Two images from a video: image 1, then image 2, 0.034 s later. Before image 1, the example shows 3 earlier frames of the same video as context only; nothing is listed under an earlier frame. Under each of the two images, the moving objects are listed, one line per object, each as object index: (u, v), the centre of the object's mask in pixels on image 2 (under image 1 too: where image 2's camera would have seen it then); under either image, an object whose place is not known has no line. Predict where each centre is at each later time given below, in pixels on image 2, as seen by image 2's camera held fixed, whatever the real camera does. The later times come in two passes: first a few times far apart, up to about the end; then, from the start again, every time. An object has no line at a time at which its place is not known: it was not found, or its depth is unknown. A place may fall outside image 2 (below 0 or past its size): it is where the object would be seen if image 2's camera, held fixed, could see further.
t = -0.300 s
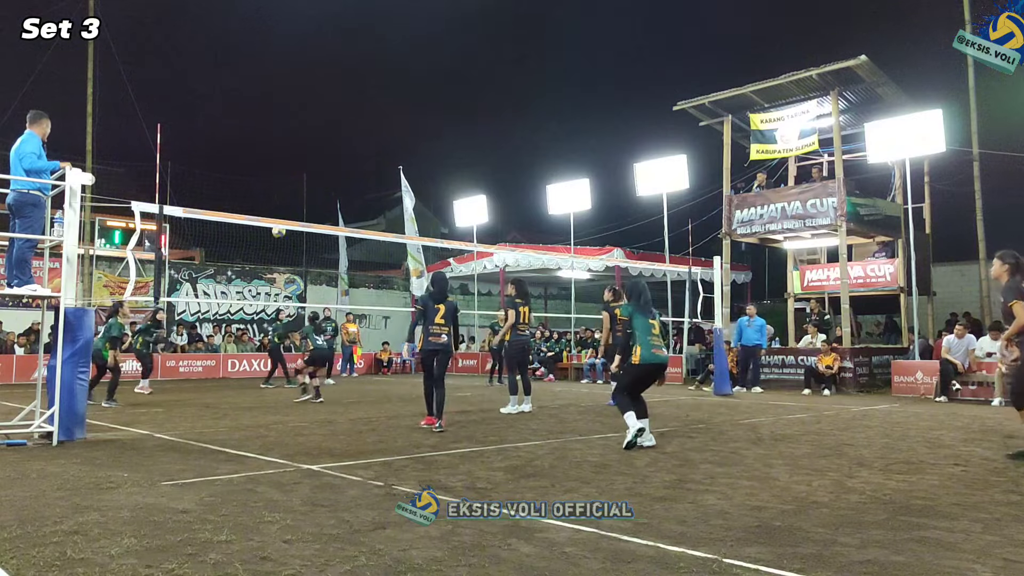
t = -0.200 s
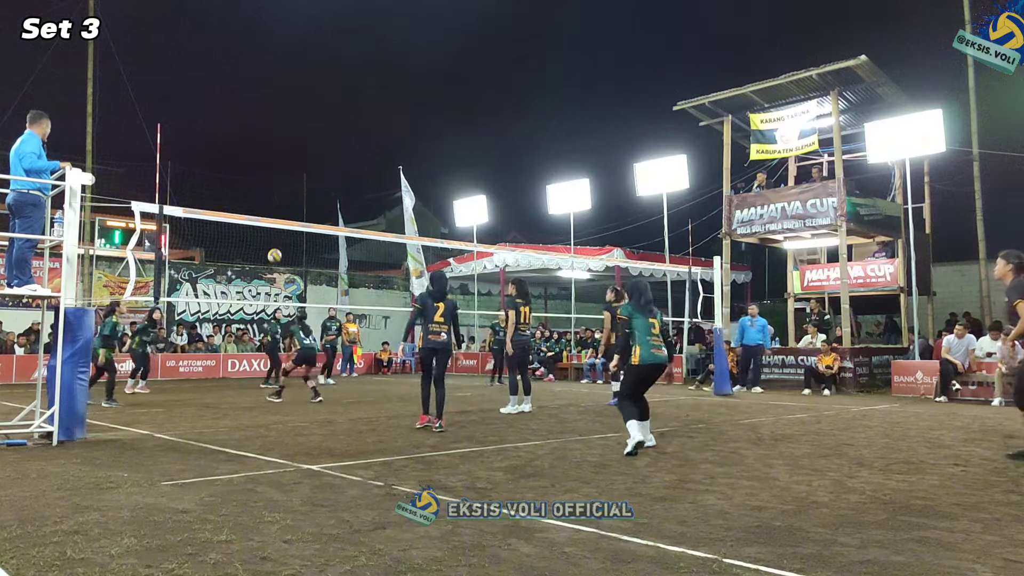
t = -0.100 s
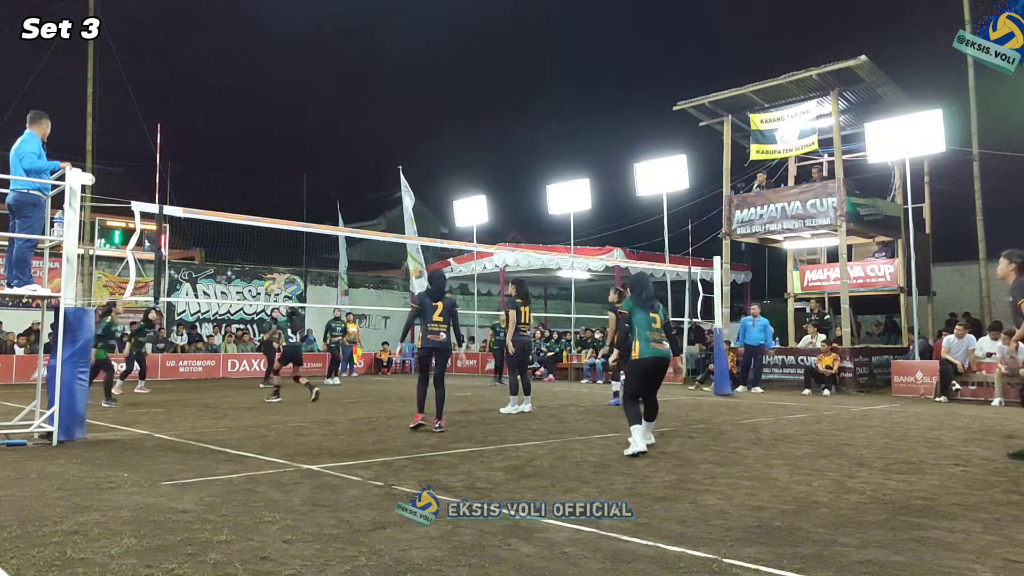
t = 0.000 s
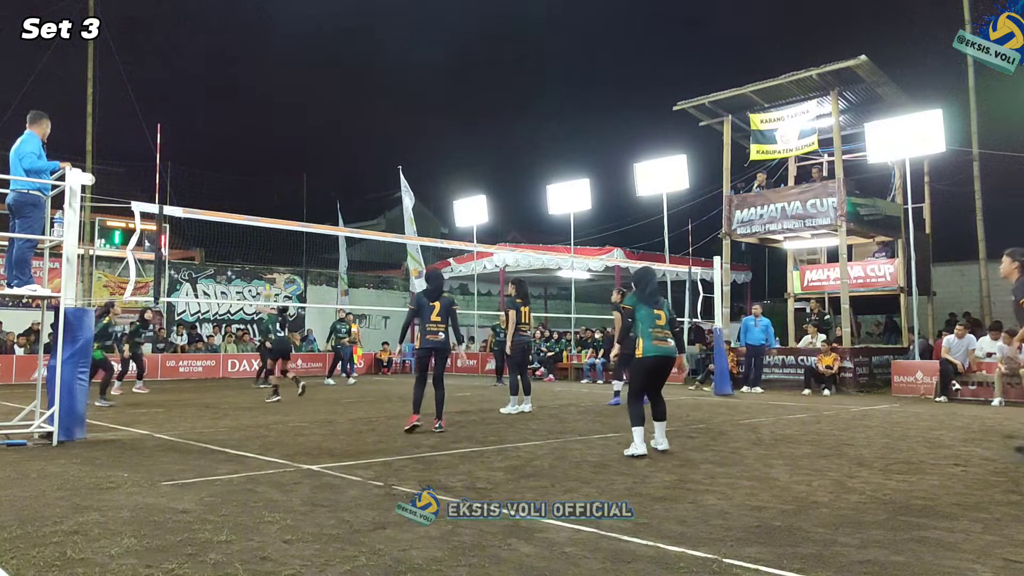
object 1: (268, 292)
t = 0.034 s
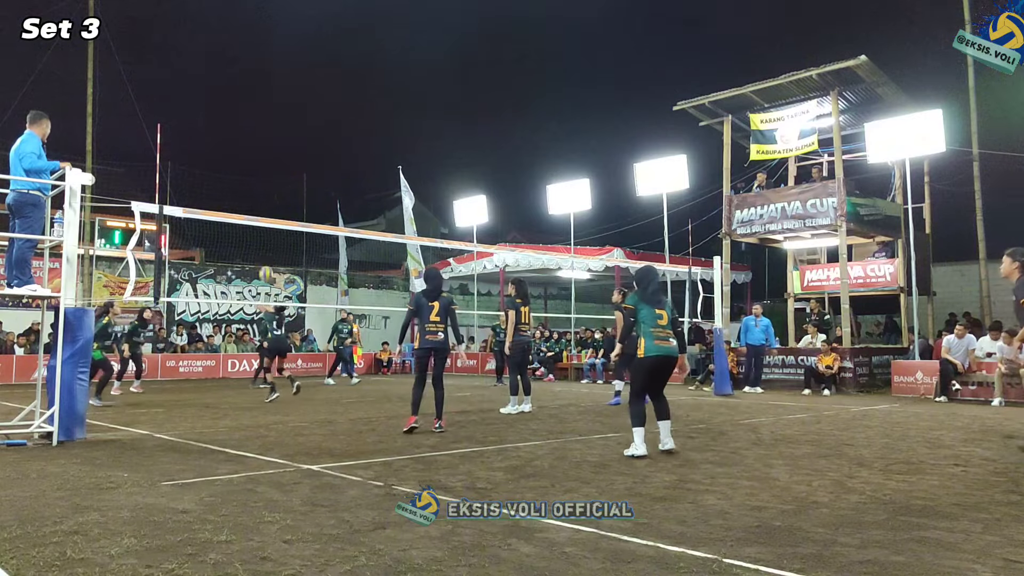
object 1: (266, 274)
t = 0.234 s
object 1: (264, 188)
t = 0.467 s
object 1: (261, 118)
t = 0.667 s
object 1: (259, 83)
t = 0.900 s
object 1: (256, 74)
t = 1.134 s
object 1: (253, 100)
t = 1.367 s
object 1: (248, 163)
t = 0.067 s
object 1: (266, 258)
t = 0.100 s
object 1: (265, 243)
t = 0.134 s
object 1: (265, 231)
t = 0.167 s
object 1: (265, 212)
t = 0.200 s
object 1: (264, 201)
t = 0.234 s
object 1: (264, 188)
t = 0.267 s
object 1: (263, 176)
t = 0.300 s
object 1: (263, 165)
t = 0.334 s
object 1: (263, 154)
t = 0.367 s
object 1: (262, 144)
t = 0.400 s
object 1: (262, 135)
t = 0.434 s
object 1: (262, 126)
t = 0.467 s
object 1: (261, 118)
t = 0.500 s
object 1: (261, 110)
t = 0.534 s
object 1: (261, 104)
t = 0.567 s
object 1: (260, 97)
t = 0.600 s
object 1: (260, 92)
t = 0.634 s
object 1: (260, 87)
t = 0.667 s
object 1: (259, 83)
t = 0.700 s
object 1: (259, 80)
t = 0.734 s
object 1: (259, 77)
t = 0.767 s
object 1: (258, 75)
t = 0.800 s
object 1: (258, 73)
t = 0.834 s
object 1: (257, 73)
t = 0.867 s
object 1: (257, 73)
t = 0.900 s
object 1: (256, 74)
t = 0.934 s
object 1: (256, 75)
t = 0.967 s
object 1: (256, 77)
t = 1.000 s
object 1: (255, 80)
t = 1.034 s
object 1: (255, 84)
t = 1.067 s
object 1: (254, 89)
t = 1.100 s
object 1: (253, 94)
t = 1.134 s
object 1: (253, 100)
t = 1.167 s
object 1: (252, 107)
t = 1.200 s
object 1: (251, 114)
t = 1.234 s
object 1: (251, 122)
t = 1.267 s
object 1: (250, 131)
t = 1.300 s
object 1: (249, 141)
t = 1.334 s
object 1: (249, 152)
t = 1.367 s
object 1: (248, 163)
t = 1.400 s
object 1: (247, 176)
